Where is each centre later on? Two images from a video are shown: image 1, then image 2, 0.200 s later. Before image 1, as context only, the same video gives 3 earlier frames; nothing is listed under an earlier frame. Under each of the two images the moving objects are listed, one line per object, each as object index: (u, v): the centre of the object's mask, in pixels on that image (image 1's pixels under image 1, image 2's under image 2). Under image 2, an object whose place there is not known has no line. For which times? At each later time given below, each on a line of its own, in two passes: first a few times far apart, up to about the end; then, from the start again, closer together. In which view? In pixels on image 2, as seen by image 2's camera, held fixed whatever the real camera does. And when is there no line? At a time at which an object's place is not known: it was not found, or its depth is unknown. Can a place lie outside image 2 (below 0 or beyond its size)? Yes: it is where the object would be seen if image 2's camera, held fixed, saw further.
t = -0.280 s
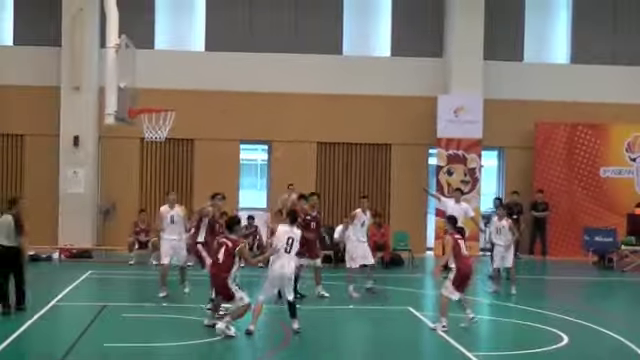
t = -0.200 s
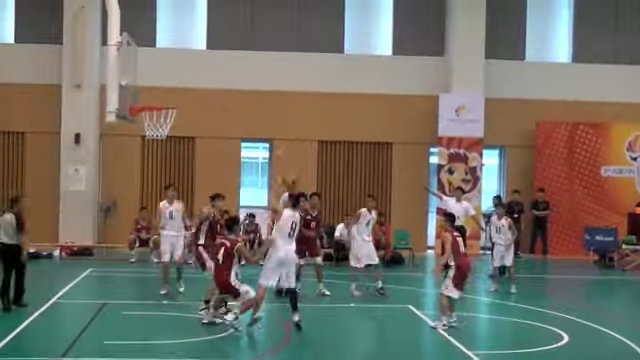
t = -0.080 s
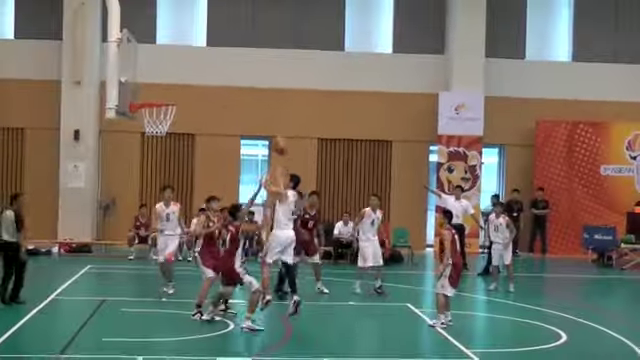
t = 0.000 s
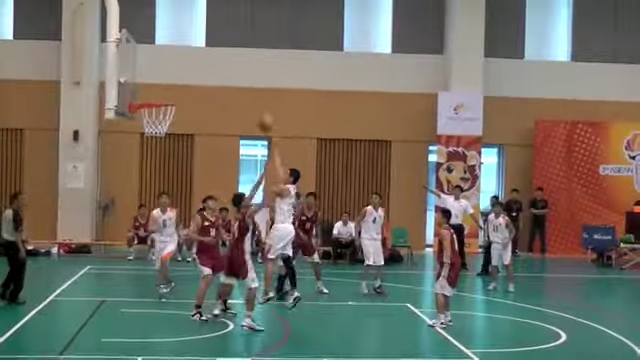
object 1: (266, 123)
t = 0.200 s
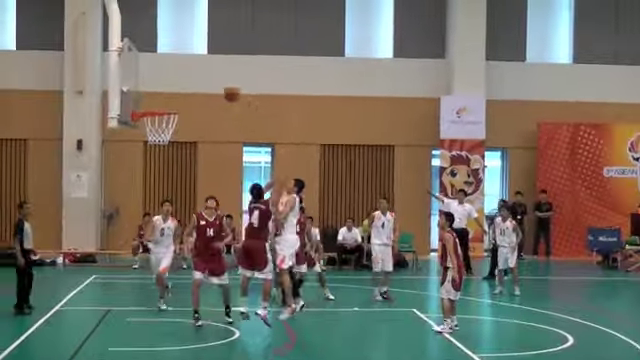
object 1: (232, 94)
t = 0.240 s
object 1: (224, 90)
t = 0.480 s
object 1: (179, 85)
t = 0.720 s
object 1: (156, 97)
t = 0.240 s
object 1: (224, 90)
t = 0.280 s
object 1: (216, 86)
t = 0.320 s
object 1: (209, 84)
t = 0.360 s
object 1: (201, 83)
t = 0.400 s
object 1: (194, 82)
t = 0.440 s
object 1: (187, 83)
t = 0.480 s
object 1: (179, 85)
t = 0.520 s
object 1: (172, 90)
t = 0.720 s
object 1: (156, 97)
